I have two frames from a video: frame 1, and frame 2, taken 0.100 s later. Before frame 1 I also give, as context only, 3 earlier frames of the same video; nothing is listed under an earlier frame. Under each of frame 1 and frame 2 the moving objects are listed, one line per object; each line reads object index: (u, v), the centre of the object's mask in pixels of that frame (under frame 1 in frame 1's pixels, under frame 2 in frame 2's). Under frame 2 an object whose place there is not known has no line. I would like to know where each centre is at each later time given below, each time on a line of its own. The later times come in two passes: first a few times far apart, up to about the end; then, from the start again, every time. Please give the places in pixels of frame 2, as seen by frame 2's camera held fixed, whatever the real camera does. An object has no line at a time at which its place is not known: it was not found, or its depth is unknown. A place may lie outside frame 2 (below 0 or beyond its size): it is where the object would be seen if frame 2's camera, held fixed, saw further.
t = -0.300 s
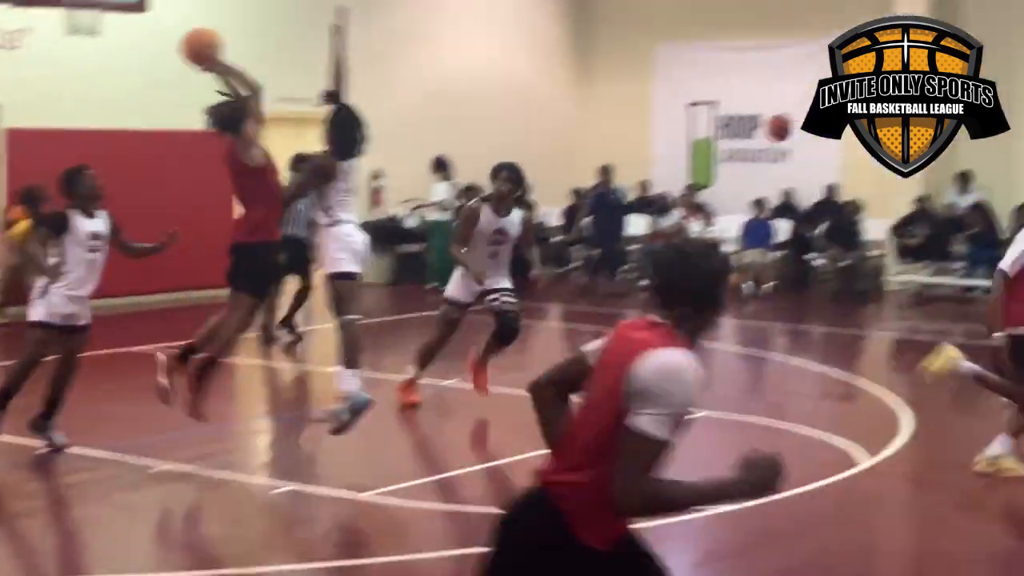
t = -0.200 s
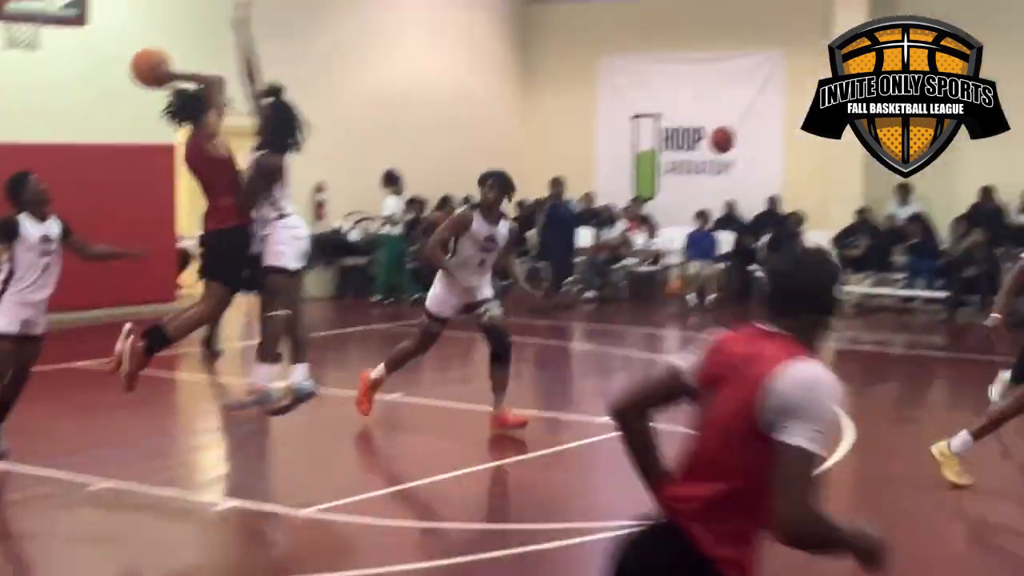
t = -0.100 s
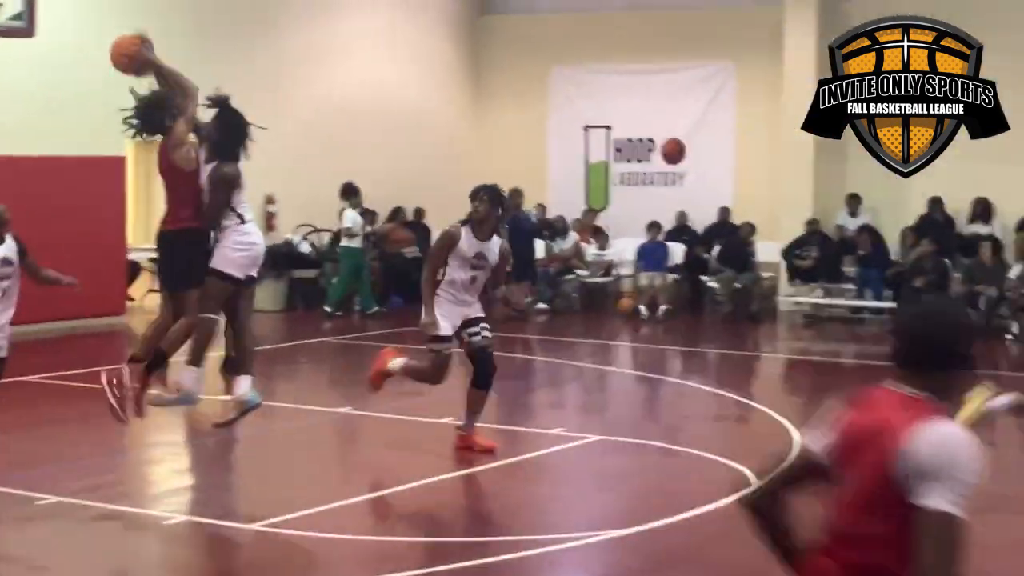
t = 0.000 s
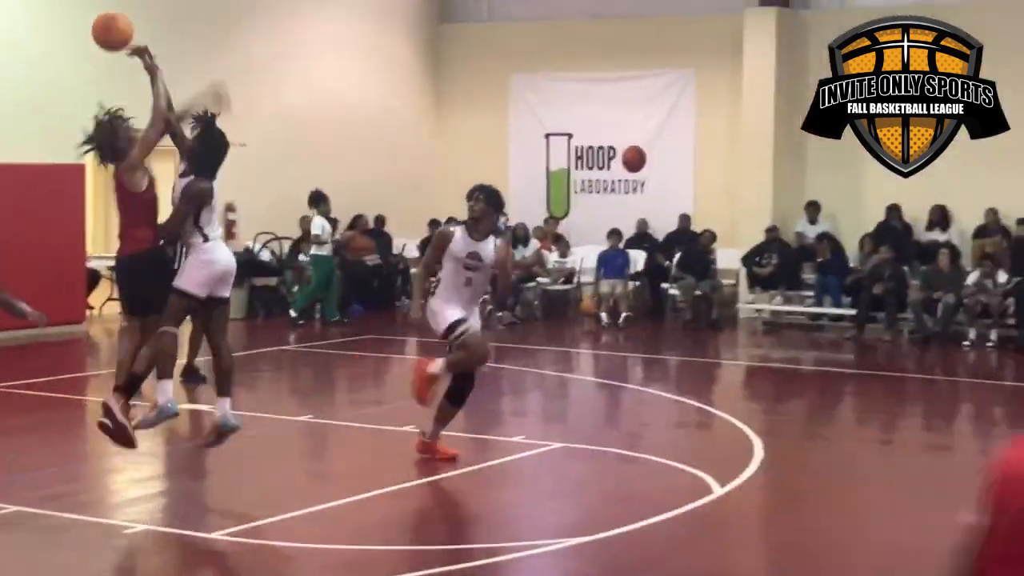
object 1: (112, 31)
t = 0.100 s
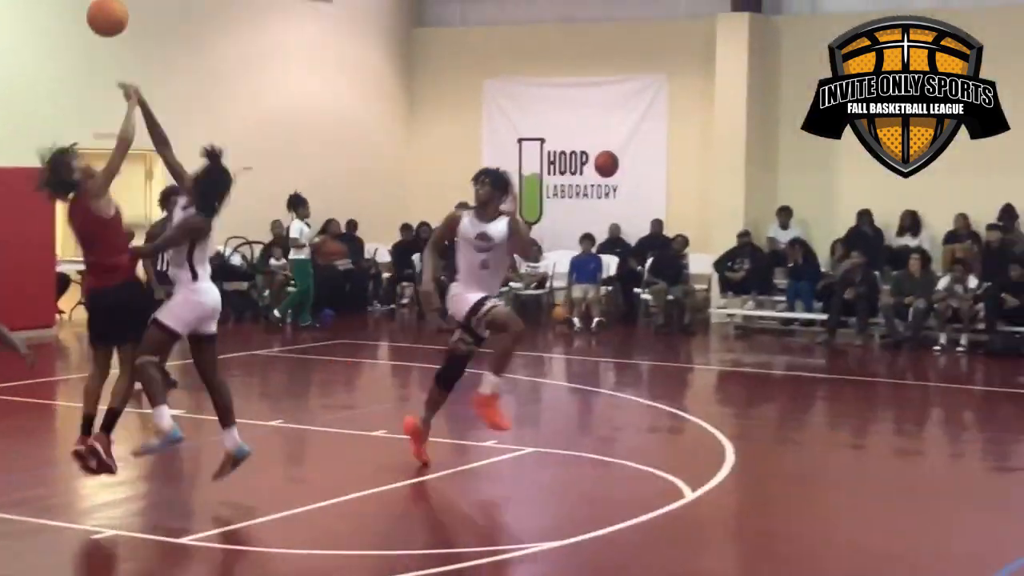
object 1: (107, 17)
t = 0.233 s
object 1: (139, 23)
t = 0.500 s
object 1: (195, 102)
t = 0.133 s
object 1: (116, 17)
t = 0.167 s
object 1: (125, 19)
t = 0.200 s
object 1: (132, 21)
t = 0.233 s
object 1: (139, 23)
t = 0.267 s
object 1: (147, 26)
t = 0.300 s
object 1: (154, 34)
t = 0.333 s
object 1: (162, 43)
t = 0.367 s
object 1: (165, 47)
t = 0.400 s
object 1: (172, 59)
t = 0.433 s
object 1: (180, 72)
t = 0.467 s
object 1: (188, 86)
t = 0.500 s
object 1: (195, 102)
